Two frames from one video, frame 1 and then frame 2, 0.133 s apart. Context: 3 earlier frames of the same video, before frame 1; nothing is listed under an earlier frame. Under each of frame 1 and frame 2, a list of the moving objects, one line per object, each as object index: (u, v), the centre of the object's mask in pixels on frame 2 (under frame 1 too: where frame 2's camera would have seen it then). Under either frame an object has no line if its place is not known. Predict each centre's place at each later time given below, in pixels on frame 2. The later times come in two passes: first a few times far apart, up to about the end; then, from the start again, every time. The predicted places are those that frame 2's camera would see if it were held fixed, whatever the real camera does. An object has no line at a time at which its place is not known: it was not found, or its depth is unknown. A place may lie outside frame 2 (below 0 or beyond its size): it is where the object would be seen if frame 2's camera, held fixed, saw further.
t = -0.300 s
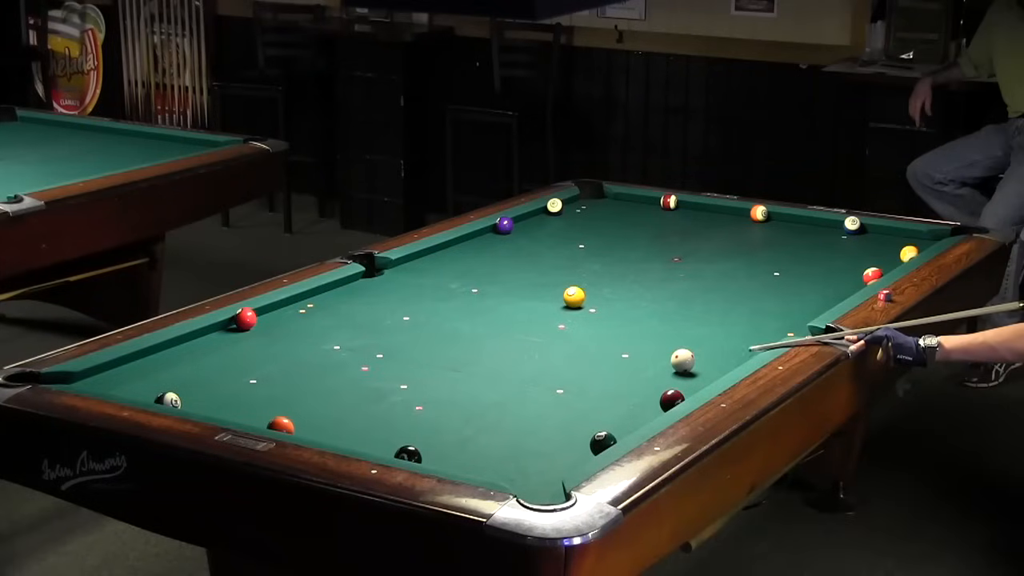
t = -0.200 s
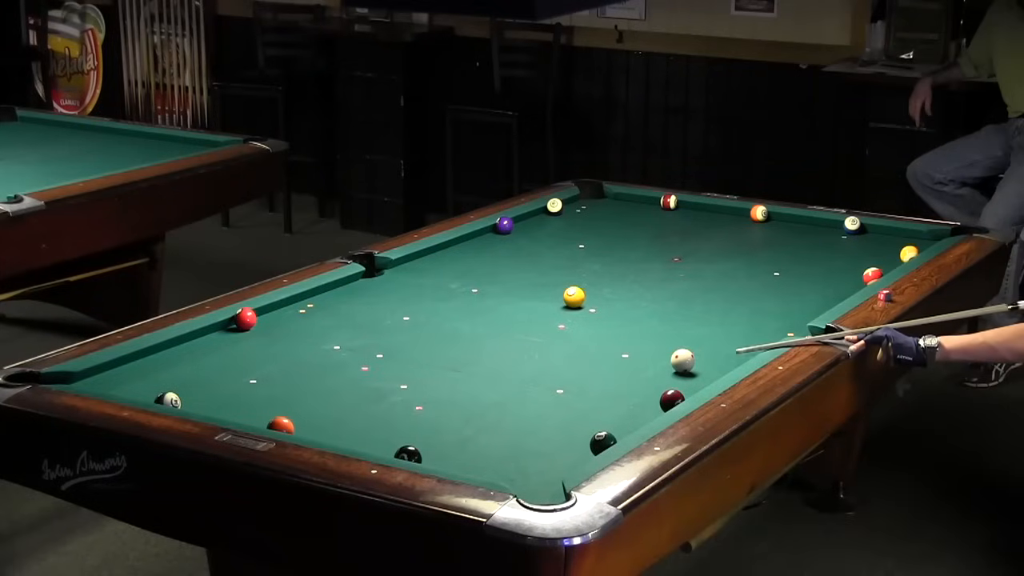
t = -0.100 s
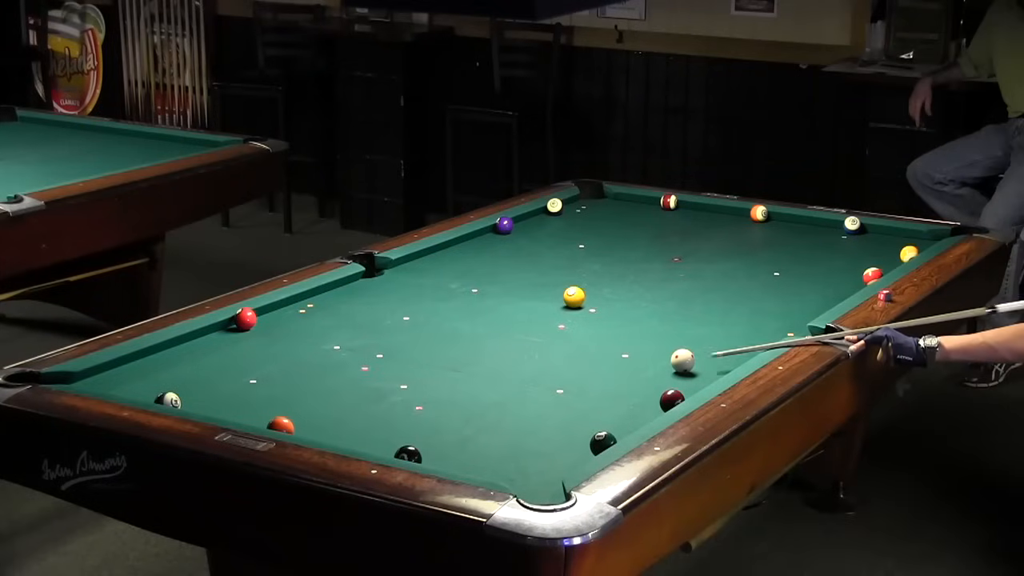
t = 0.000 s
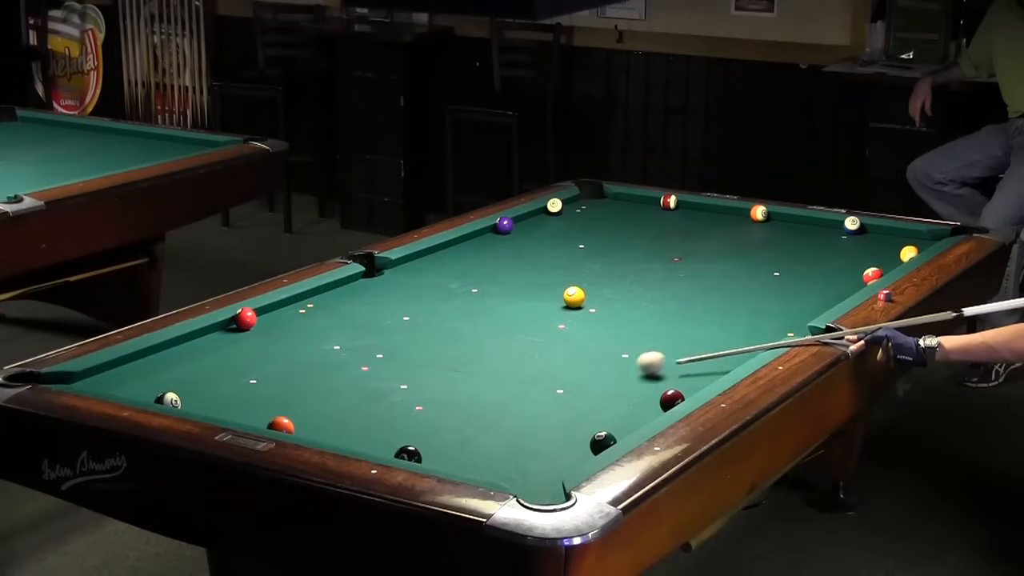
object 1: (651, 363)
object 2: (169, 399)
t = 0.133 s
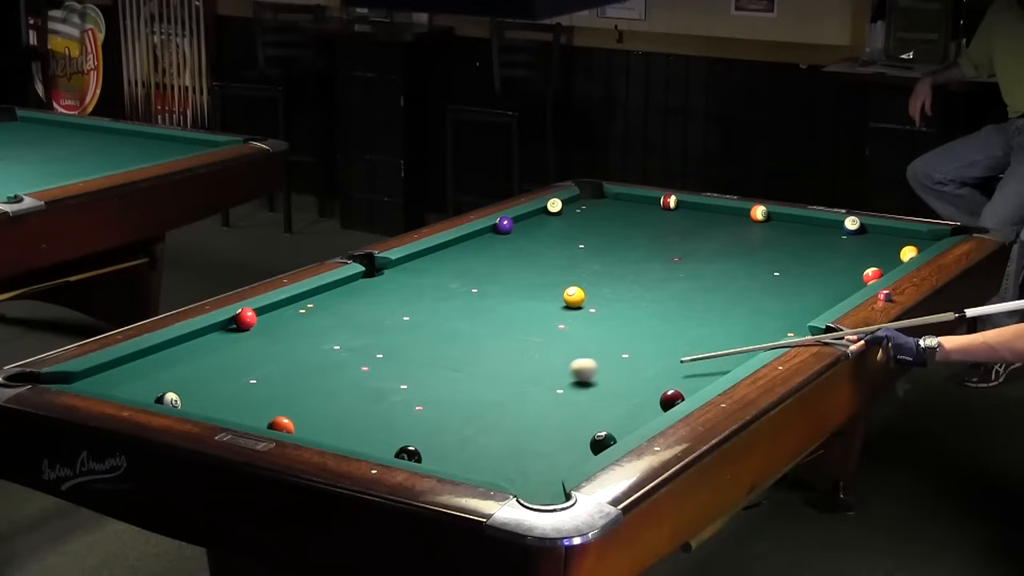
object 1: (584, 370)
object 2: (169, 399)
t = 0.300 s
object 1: (500, 378)
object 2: (169, 399)
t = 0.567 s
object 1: (364, 392)
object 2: (169, 399)
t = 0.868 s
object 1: (206, 404)
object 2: (169, 399)
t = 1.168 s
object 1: (237, 391)
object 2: (125, 389)
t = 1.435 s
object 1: (279, 375)
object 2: (85, 379)
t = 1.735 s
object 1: (320, 359)
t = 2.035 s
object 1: (356, 344)
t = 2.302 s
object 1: (385, 333)
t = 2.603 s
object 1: (414, 321)
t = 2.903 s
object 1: (440, 311)
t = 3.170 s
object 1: (460, 303)
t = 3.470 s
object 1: (480, 296)
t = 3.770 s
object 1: (498, 289)
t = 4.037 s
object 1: (511, 284)
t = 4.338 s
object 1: (524, 279)
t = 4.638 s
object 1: (535, 275)
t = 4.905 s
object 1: (543, 272)
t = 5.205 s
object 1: (550, 269)
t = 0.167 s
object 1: (567, 371)
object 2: (169, 399)
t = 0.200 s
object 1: (551, 373)
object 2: (169, 399)
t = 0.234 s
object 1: (534, 375)
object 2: (169, 399)
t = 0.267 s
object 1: (517, 376)
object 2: (169, 399)
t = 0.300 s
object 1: (500, 378)
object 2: (169, 399)
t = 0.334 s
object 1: (483, 379)
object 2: (169, 399)
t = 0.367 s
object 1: (467, 381)
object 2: (169, 399)
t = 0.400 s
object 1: (450, 383)
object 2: (169, 399)
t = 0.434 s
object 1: (433, 385)
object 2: (169, 399)
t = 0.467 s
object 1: (416, 386)
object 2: (169, 399)
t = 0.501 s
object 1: (398, 388)
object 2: (169, 399)
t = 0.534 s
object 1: (381, 390)
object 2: (169, 399)
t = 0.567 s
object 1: (364, 392)
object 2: (169, 399)
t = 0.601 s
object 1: (346, 393)
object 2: (169, 399)
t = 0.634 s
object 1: (329, 395)
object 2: (169, 399)
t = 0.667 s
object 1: (312, 396)
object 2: (169, 399)
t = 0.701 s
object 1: (294, 398)
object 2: (169, 399)
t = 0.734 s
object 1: (277, 400)
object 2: (169, 399)
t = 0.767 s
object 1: (259, 401)
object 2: (169, 399)
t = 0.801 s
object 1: (241, 403)
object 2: (169, 399)
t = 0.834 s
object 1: (224, 404)
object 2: (169, 399)
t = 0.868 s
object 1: (206, 404)
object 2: (169, 399)
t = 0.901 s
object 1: (191, 404)
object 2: (167, 399)
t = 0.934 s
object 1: (196, 403)
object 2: (161, 398)
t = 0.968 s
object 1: (203, 403)
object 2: (156, 396)
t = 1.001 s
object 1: (209, 402)
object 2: (150, 395)
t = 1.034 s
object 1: (214, 399)
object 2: (144, 393)
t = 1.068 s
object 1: (220, 398)
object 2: (140, 393)
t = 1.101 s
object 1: (226, 396)
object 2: (135, 392)
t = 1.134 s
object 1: (232, 394)
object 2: (130, 391)
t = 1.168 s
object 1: (237, 391)
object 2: (125, 389)
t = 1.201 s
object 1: (243, 389)
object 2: (119, 388)
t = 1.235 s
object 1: (248, 387)
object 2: (114, 387)
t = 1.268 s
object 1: (254, 385)
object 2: (110, 387)
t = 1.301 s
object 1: (259, 383)
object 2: (105, 386)
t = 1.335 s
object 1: (264, 381)
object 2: (100, 384)
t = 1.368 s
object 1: (269, 379)
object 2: (96, 383)
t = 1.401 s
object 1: (274, 377)
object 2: (90, 381)
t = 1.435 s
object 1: (279, 375)
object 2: (85, 379)
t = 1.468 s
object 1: (284, 373)
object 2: (82, 380)
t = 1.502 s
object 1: (289, 371)
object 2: (77, 379)
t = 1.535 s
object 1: (294, 370)
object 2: (74, 379)
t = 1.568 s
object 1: (298, 368)
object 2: (70, 377)
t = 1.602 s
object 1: (303, 366)
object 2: (64, 376)
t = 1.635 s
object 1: (307, 364)
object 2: (60, 375)
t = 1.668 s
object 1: (311, 362)
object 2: (55, 376)
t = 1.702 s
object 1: (316, 360)
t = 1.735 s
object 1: (320, 359)
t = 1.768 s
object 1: (324, 357)
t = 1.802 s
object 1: (329, 355)
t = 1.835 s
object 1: (333, 354)
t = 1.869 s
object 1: (337, 352)
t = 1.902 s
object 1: (341, 350)
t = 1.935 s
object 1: (345, 349)
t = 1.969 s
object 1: (349, 347)
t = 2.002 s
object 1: (352, 345)
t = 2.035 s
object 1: (356, 344)
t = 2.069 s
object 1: (360, 342)
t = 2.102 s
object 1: (364, 341)
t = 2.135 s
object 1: (367, 340)
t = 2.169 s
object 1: (371, 338)
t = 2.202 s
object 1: (374, 337)
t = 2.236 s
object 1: (378, 335)
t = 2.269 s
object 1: (381, 334)
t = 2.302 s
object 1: (385, 333)
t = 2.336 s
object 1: (388, 331)
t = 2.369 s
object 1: (392, 330)
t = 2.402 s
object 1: (395, 328)
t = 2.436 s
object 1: (398, 327)
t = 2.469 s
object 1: (401, 326)
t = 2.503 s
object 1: (404, 325)
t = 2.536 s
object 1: (408, 323)
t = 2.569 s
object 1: (411, 322)
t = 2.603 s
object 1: (414, 321)
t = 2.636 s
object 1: (417, 320)
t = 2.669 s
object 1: (420, 319)
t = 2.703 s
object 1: (423, 317)
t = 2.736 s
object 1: (426, 316)
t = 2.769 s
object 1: (428, 315)
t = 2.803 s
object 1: (431, 314)
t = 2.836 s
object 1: (434, 313)
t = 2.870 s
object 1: (437, 312)
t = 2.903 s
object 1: (440, 311)
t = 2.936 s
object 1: (442, 310)
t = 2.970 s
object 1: (445, 309)
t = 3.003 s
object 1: (447, 308)
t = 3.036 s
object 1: (450, 307)
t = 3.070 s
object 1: (453, 306)
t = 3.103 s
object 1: (455, 305)
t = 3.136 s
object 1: (458, 304)
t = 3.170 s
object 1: (460, 303)
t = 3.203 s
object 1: (462, 302)
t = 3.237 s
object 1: (465, 301)
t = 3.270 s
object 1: (467, 301)
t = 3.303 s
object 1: (470, 300)
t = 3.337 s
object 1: (472, 299)
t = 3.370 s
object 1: (474, 298)
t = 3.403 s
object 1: (476, 297)
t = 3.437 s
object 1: (478, 297)
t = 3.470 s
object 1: (480, 296)
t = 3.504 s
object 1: (482, 295)
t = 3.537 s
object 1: (484, 294)
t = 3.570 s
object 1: (487, 293)
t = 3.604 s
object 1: (489, 292)
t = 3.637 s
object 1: (490, 292)
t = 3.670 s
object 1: (492, 291)
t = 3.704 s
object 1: (494, 290)
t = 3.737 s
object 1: (496, 290)
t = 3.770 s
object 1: (498, 289)
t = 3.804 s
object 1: (500, 288)
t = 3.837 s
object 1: (502, 287)
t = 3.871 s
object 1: (503, 287)
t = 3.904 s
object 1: (505, 286)
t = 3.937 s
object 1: (507, 286)
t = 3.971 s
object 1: (508, 285)
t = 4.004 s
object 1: (510, 284)
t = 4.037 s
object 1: (511, 284)
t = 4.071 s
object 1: (513, 283)
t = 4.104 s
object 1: (515, 283)
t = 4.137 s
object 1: (516, 282)
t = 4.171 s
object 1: (517, 282)
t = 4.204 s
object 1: (519, 281)
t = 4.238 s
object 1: (520, 280)
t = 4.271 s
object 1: (522, 280)
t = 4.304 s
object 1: (523, 280)
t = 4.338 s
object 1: (524, 279)
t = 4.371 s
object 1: (526, 279)
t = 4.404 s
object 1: (527, 278)
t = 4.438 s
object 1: (528, 278)
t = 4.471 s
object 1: (530, 277)
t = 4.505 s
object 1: (531, 277)
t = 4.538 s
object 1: (532, 276)
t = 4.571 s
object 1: (533, 276)
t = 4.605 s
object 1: (534, 275)
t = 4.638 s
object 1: (535, 275)
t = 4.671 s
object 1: (536, 274)
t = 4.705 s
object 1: (537, 274)
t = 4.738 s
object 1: (538, 274)
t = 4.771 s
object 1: (539, 273)
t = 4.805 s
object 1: (540, 273)
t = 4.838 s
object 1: (541, 272)
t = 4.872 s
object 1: (542, 272)
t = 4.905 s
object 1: (543, 272)
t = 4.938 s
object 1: (543, 271)
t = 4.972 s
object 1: (544, 271)
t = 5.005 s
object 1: (545, 271)
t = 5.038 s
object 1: (546, 271)
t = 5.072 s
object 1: (547, 270)
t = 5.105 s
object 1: (547, 270)
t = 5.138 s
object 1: (548, 269)
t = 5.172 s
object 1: (549, 269)
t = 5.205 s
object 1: (550, 269)
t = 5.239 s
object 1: (550, 269)
